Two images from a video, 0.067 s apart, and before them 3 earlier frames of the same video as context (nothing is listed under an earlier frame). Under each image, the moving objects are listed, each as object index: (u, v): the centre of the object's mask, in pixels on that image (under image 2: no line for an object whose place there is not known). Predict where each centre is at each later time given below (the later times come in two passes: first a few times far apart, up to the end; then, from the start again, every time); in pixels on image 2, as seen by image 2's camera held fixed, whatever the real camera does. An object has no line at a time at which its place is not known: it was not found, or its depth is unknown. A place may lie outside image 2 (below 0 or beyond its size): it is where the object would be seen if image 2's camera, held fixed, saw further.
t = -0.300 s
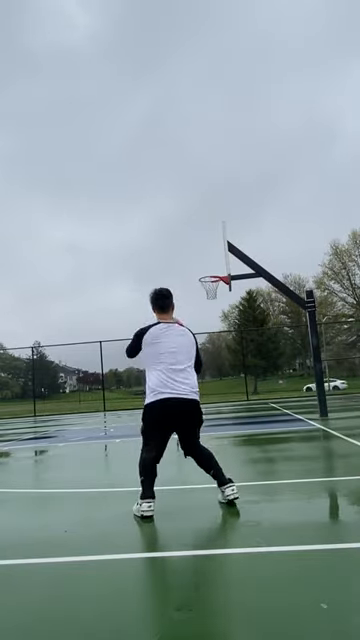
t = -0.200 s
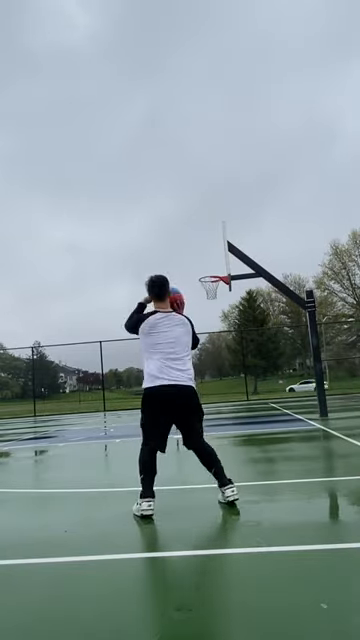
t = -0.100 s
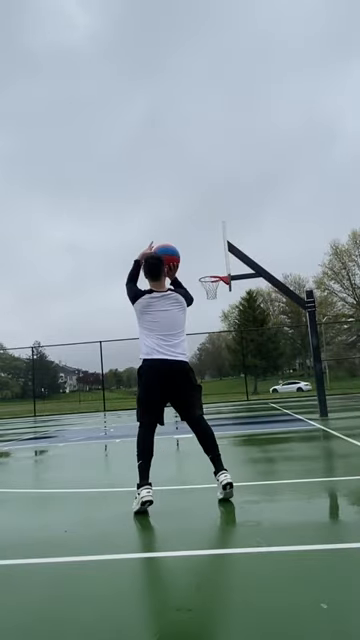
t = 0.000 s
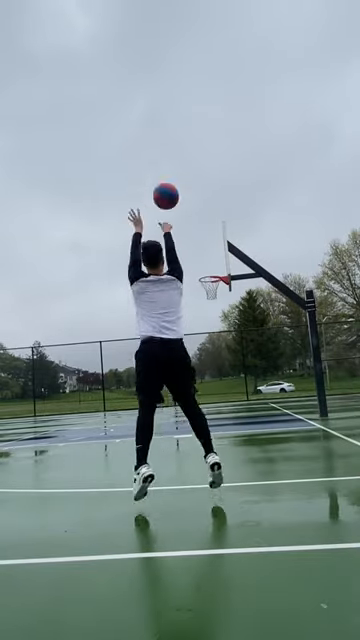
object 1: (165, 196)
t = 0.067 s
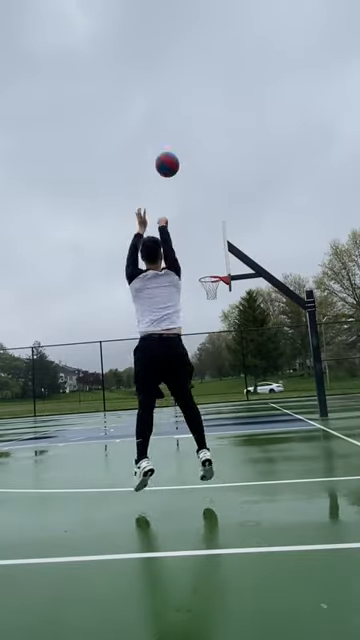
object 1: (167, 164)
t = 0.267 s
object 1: (172, 115)
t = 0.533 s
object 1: (180, 109)
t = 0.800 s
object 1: (189, 142)
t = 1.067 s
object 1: (199, 200)
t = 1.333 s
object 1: (209, 274)
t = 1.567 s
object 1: (209, 290)
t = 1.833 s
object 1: (212, 296)
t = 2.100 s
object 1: (215, 324)
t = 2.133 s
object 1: (215, 329)
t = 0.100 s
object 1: (168, 152)
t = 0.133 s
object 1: (168, 141)
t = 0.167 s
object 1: (169, 133)
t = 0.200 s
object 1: (170, 125)
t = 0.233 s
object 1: (171, 120)
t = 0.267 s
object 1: (172, 115)
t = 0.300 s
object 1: (173, 111)
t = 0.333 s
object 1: (174, 108)
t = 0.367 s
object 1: (175, 106)
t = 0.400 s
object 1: (176, 105)
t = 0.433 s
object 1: (177, 105)
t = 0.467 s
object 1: (178, 106)
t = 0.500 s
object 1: (179, 107)
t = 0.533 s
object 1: (180, 109)
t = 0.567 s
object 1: (181, 111)
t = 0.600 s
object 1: (182, 114)
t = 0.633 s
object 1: (184, 118)
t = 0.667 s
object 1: (185, 122)
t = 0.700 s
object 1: (186, 126)
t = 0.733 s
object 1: (187, 131)
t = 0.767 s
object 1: (188, 136)
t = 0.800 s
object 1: (189, 142)
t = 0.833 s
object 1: (190, 148)
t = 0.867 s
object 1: (192, 155)
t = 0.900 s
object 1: (193, 162)
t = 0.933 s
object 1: (194, 169)
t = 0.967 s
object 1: (195, 176)
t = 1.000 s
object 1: (196, 184)
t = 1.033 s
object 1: (197, 192)
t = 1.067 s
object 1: (199, 200)
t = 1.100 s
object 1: (200, 209)
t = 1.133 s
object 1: (201, 218)
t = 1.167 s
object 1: (202, 227)
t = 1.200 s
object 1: (203, 236)
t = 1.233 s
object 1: (205, 246)
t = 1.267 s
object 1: (206, 256)
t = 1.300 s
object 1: (207, 266)
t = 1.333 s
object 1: (209, 274)
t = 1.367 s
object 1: (210, 280)
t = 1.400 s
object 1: (210, 284)
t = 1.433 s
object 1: (210, 287)
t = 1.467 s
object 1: (210, 290)
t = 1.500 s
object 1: (209, 290)
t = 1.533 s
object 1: (209, 290)
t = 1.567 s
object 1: (209, 290)
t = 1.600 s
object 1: (209, 289)
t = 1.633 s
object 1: (210, 289)
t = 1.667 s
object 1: (210, 289)
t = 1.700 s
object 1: (210, 290)
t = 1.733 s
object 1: (211, 291)
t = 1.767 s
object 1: (211, 292)
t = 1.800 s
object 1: (211, 294)
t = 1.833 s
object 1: (212, 296)
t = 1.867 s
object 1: (212, 298)
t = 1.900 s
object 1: (212, 300)
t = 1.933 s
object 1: (213, 303)
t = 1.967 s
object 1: (213, 306)
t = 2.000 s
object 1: (213, 310)
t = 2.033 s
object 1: (214, 314)
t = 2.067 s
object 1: (214, 319)
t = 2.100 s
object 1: (215, 324)
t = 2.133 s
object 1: (215, 329)
